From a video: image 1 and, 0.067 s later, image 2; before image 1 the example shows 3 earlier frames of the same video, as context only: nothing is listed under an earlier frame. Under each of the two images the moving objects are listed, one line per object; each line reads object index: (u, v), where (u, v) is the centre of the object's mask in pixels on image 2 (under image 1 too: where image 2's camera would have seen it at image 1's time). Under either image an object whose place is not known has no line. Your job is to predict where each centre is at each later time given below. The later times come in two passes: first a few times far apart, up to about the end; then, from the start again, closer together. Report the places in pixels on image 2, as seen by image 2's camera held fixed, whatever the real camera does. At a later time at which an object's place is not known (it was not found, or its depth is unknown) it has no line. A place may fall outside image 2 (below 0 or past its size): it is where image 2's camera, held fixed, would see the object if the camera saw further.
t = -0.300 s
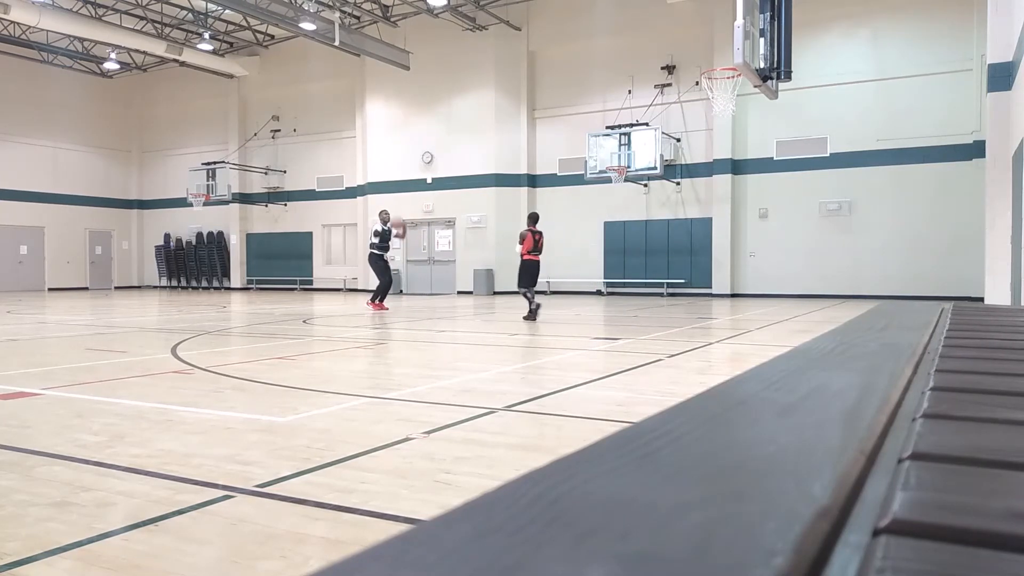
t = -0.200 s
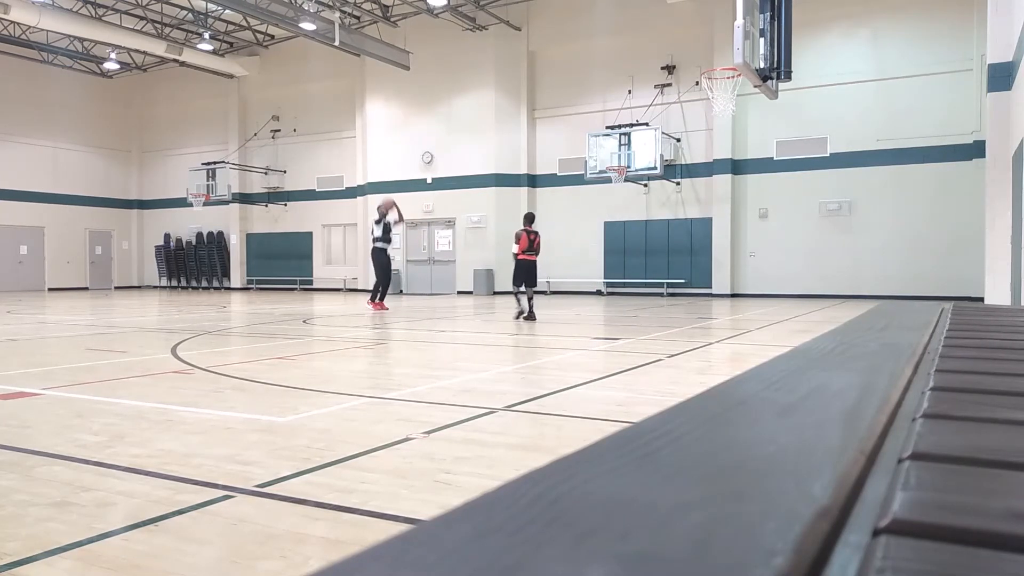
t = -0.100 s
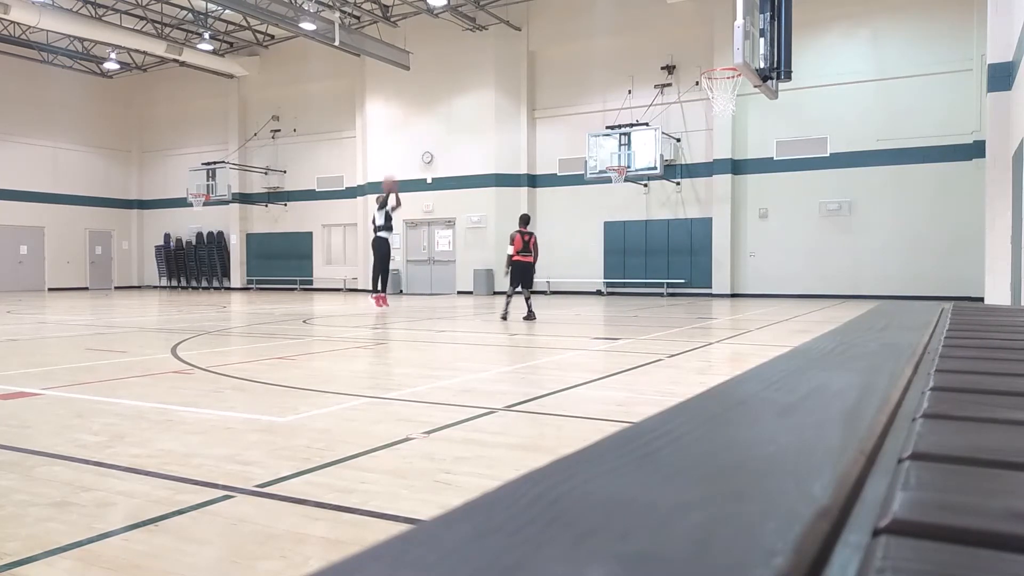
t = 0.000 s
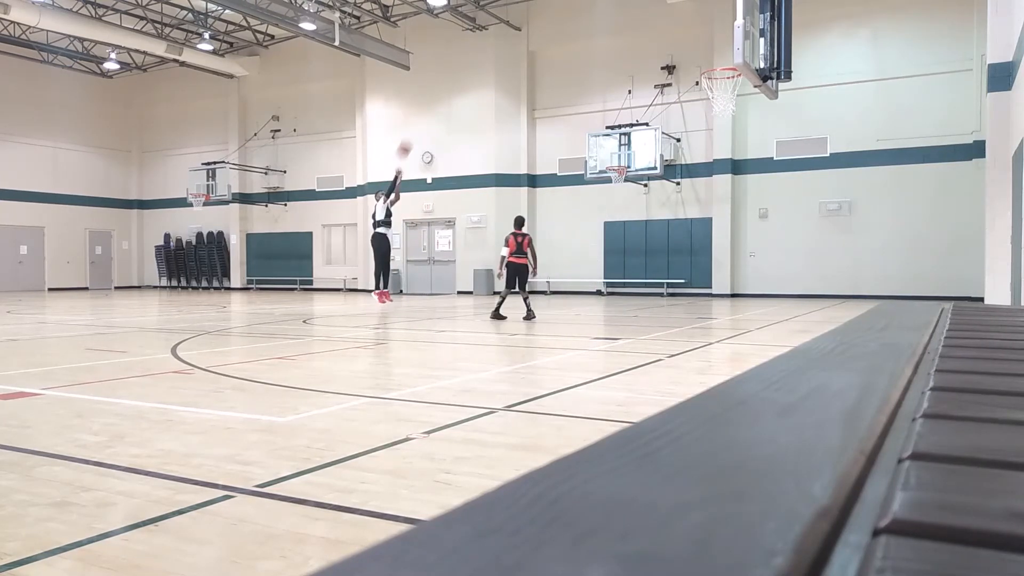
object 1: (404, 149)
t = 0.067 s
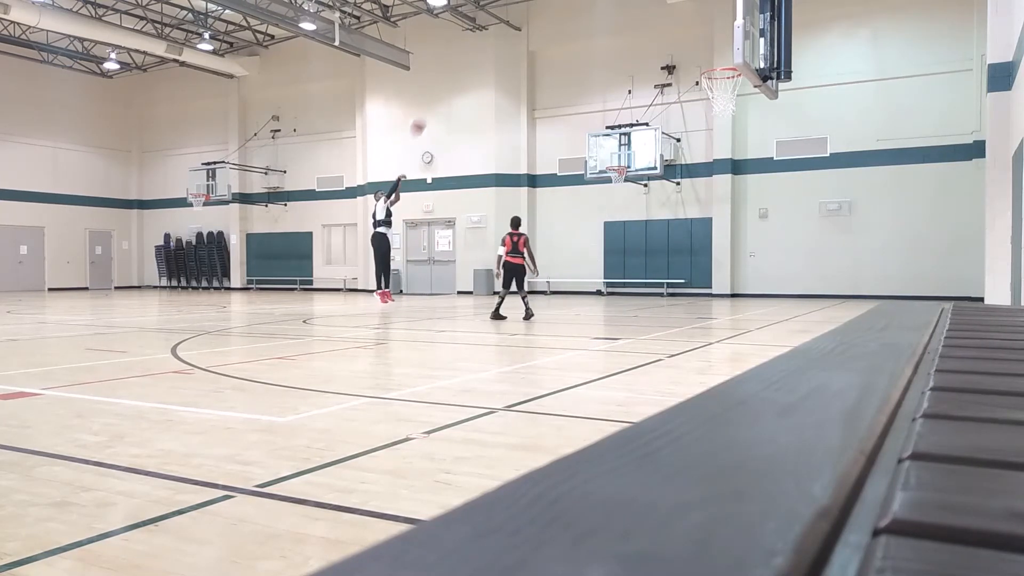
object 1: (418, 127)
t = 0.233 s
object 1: (456, 78)
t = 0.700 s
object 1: (580, 9)
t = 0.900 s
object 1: (648, 23)
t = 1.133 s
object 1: (734, 84)
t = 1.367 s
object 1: (736, 154)
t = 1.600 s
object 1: (737, 261)
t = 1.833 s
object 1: (722, 268)
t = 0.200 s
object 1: (449, 87)
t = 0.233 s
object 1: (456, 78)
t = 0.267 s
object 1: (464, 70)
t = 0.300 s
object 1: (472, 61)
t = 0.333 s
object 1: (480, 53)
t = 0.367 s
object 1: (488, 46)
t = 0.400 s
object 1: (496, 40)
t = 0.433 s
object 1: (504, 34)
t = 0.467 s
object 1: (514, 28)
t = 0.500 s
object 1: (522, 23)
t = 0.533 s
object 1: (531, 19)
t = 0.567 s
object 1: (540, 17)
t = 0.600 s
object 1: (550, 14)
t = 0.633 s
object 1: (560, 12)
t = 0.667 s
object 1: (571, 9)
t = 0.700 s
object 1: (580, 9)
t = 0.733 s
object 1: (591, 9)
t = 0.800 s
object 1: (615, 13)
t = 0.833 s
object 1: (626, 16)
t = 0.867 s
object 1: (637, 19)
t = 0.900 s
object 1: (648, 23)
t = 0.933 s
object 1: (660, 29)
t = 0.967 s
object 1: (672, 35)
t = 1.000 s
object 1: (685, 42)
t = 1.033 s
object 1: (697, 51)
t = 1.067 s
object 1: (709, 59)
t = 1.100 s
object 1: (722, 74)
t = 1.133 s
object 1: (734, 84)
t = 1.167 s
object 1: (736, 93)
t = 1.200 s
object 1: (736, 102)
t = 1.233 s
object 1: (736, 110)
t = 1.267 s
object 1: (736, 120)
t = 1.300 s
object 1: (736, 130)
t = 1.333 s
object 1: (736, 141)
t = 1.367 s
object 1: (736, 154)
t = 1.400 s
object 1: (735, 166)
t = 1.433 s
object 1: (736, 178)
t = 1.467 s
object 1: (736, 195)
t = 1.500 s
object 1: (736, 209)
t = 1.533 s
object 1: (736, 226)
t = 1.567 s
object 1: (737, 243)
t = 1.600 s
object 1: (737, 261)
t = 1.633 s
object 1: (738, 279)
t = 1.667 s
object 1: (738, 302)
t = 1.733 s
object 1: (734, 306)
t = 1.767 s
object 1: (730, 292)
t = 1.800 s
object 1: (726, 281)
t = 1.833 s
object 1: (722, 268)
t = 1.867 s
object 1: (718, 257)
